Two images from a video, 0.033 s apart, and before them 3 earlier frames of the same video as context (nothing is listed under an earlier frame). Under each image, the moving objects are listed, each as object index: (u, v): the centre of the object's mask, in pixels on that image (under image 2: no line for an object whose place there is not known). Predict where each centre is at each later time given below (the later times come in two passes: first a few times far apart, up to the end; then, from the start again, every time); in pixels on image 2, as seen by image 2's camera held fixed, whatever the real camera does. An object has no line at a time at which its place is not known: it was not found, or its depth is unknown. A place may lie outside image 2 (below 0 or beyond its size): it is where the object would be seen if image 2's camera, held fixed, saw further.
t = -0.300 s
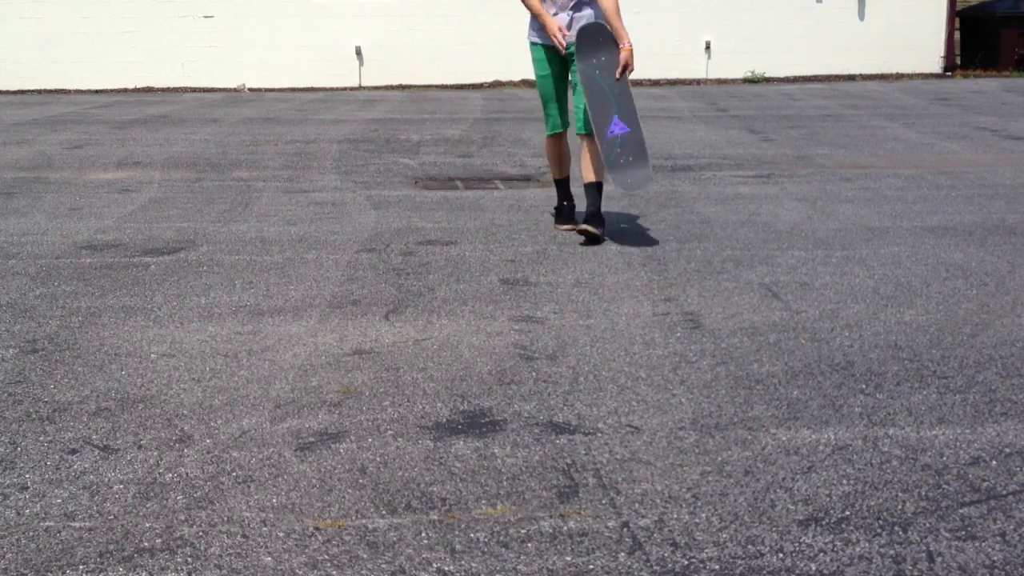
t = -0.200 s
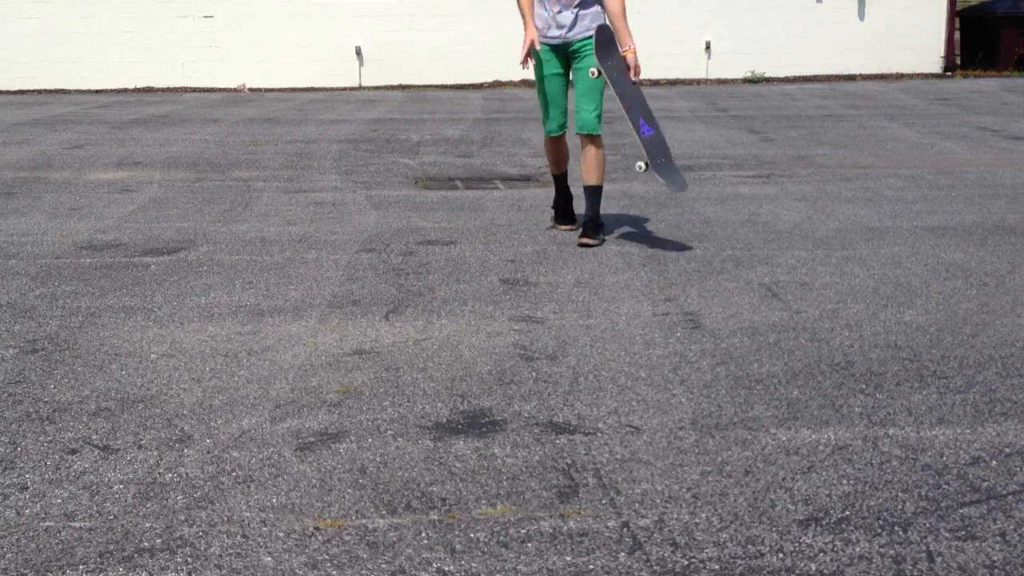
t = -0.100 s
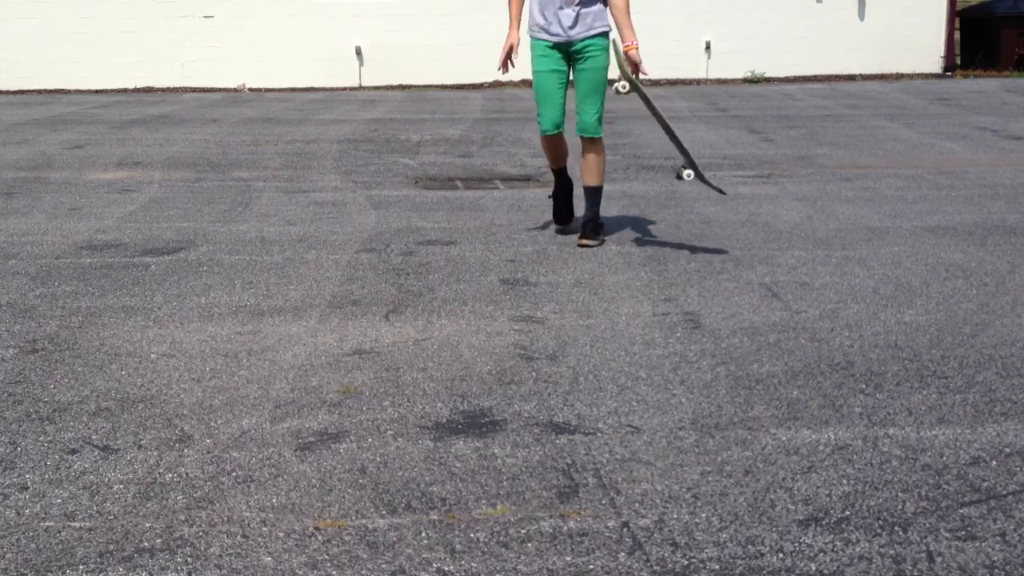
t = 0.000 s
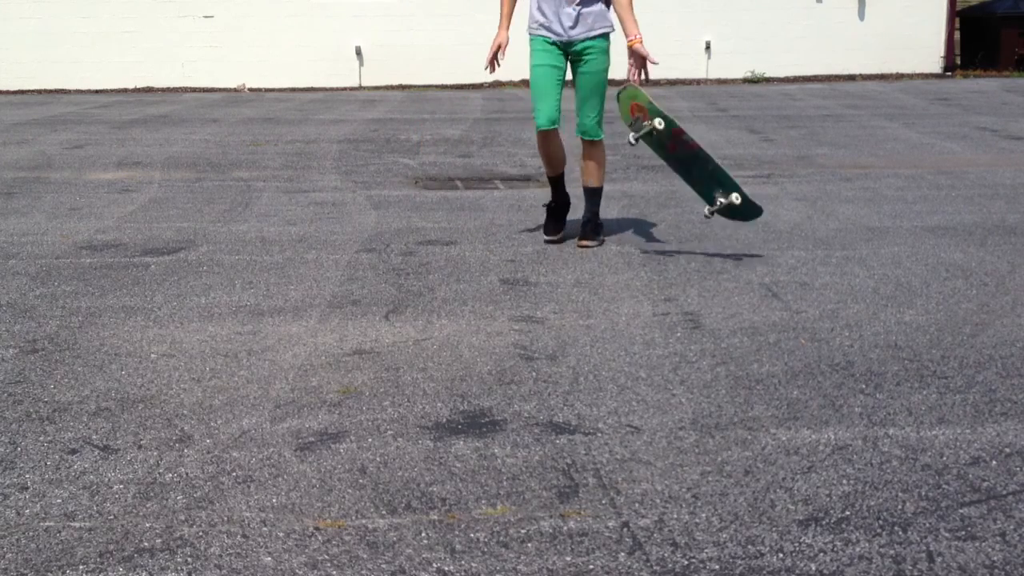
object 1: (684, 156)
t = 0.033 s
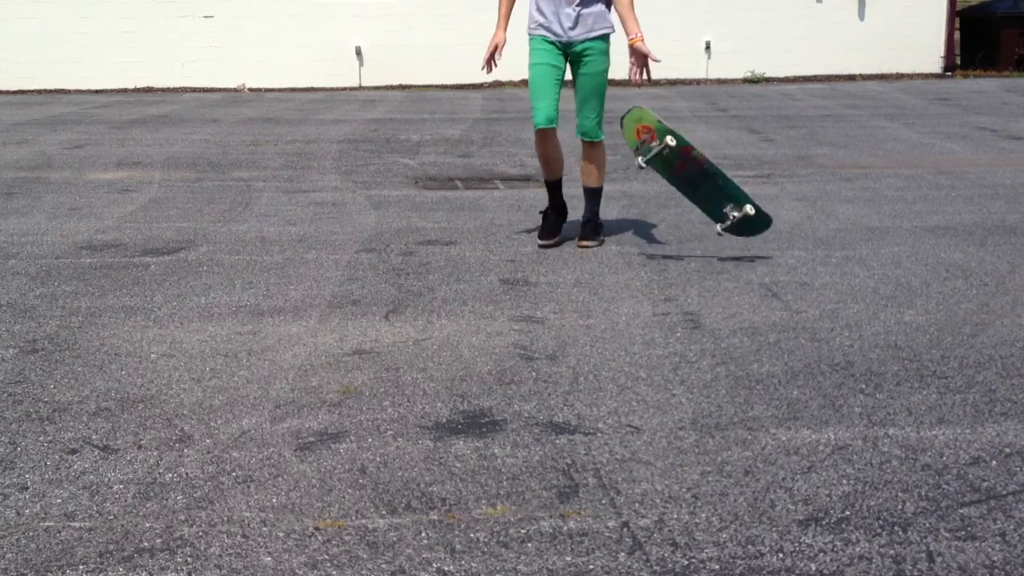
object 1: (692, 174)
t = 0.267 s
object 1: (748, 242)
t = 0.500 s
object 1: (766, 256)
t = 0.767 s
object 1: (770, 275)
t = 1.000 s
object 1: (773, 282)
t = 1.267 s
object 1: (779, 289)
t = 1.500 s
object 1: (783, 294)
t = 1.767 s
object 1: (786, 298)
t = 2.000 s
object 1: (789, 301)
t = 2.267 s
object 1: (791, 304)
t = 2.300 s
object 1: (791, 304)
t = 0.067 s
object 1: (700, 195)
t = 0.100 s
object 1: (705, 211)
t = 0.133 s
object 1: (711, 230)
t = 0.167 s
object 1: (730, 252)
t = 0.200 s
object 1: (738, 251)
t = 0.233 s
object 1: (743, 245)
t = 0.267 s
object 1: (748, 242)
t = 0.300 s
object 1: (752, 240)
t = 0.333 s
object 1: (754, 238)
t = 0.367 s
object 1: (756, 239)
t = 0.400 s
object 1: (759, 241)
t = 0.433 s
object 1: (762, 245)
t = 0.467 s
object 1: (764, 250)
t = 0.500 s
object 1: (766, 256)
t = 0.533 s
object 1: (768, 263)
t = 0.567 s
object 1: (768, 269)
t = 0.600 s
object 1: (767, 270)
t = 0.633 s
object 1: (767, 270)
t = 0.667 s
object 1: (768, 272)
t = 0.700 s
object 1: (769, 274)
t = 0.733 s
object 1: (769, 273)
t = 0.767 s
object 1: (770, 275)
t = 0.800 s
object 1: (770, 276)
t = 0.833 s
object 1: (770, 277)
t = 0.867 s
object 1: (772, 278)
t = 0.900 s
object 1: (772, 279)
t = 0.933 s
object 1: (773, 280)
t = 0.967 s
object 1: (773, 281)
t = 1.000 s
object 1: (773, 282)
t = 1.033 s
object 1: (774, 282)
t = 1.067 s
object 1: (775, 283)
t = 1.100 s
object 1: (775, 284)
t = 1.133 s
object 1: (776, 285)
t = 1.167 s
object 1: (777, 286)
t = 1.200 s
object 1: (777, 287)
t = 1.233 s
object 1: (778, 288)
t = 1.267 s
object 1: (779, 289)
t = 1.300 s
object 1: (779, 290)
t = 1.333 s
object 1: (780, 290)
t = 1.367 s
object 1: (780, 291)
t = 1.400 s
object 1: (781, 292)
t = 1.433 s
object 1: (782, 293)
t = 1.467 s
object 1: (782, 293)
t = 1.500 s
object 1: (783, 294)
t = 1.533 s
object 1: (783, 295)
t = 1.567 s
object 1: (784, 296)
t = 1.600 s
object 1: (784, 297)
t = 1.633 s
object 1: (785, 296)
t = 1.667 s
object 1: (785, 297)
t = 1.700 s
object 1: (786, 297)
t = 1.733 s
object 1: (786, 298)
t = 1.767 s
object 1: (786, 298)
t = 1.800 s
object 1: (787, 299)
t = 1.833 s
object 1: (787, 299)
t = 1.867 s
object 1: (787, 300)
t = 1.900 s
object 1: (788, 299)
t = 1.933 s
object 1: (788, 301)
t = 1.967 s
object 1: (789, 301)
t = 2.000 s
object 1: (789, 301)
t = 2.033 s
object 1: (789, 301)
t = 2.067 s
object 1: (789, 301)
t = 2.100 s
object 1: (790, 302)
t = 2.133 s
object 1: (790, 302)
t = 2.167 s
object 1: (790, 303)
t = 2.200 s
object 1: (790, 303)
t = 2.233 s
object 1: (791, 303)
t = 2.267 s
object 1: (791, 304)
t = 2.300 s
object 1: (791, 304)
